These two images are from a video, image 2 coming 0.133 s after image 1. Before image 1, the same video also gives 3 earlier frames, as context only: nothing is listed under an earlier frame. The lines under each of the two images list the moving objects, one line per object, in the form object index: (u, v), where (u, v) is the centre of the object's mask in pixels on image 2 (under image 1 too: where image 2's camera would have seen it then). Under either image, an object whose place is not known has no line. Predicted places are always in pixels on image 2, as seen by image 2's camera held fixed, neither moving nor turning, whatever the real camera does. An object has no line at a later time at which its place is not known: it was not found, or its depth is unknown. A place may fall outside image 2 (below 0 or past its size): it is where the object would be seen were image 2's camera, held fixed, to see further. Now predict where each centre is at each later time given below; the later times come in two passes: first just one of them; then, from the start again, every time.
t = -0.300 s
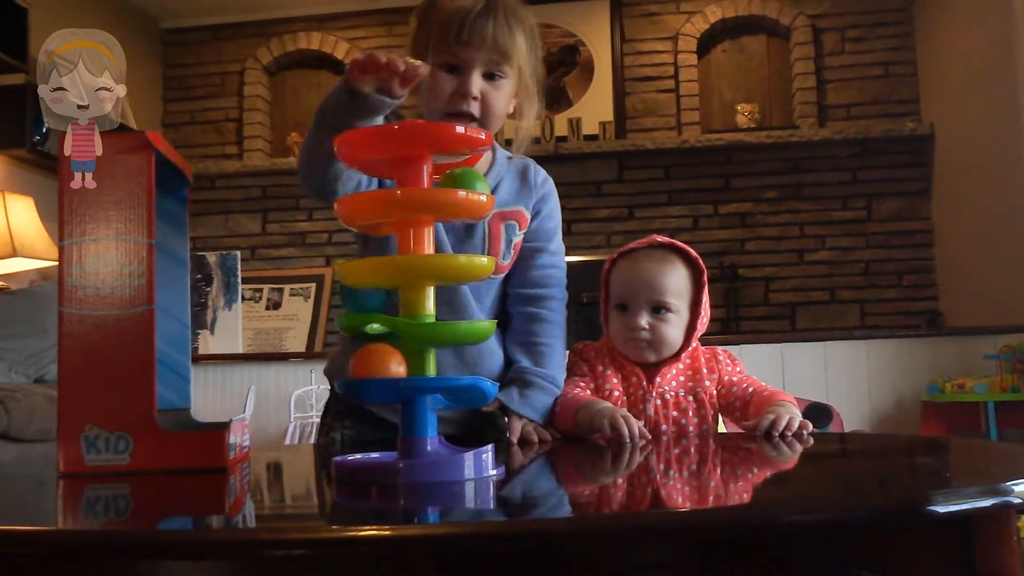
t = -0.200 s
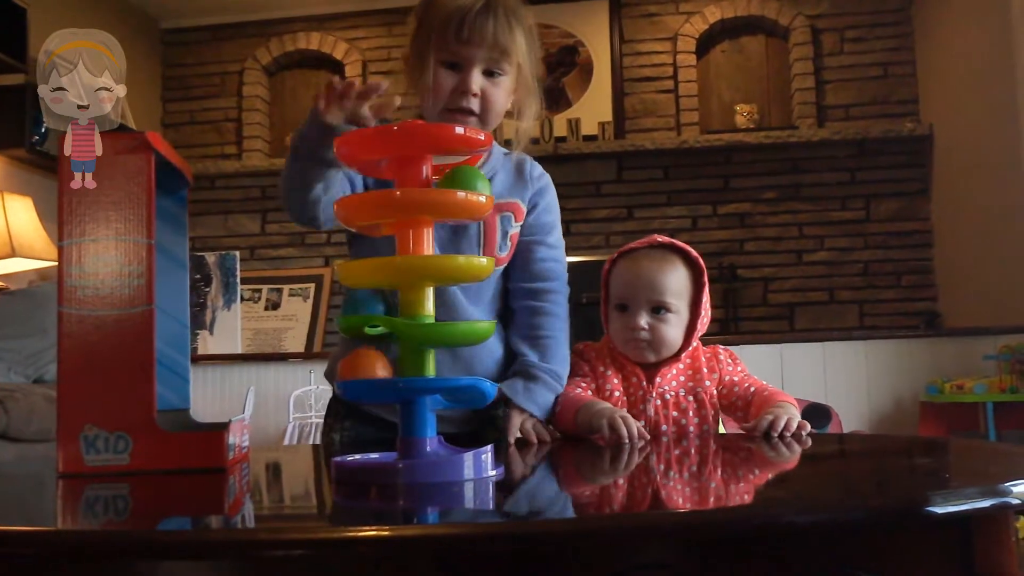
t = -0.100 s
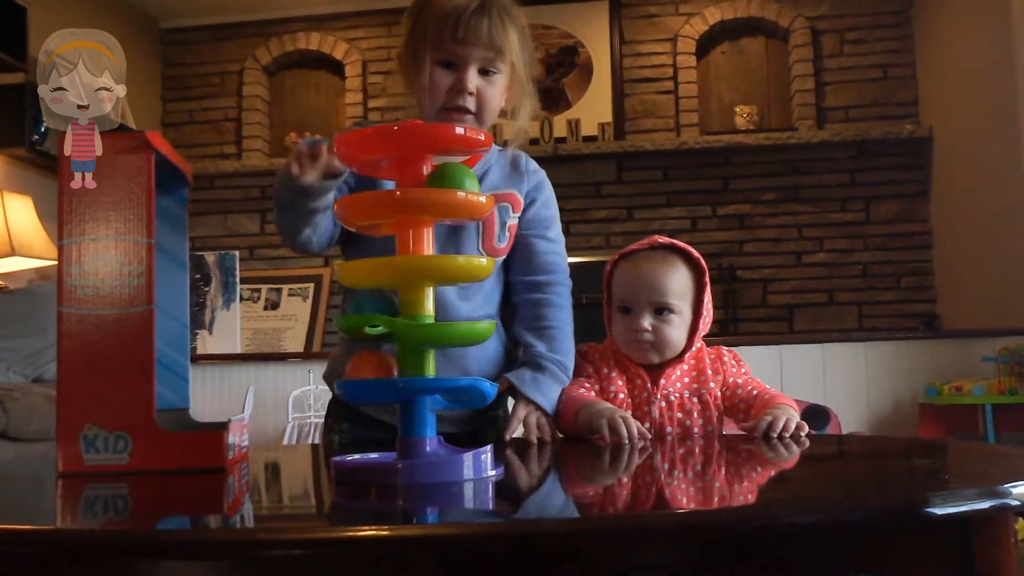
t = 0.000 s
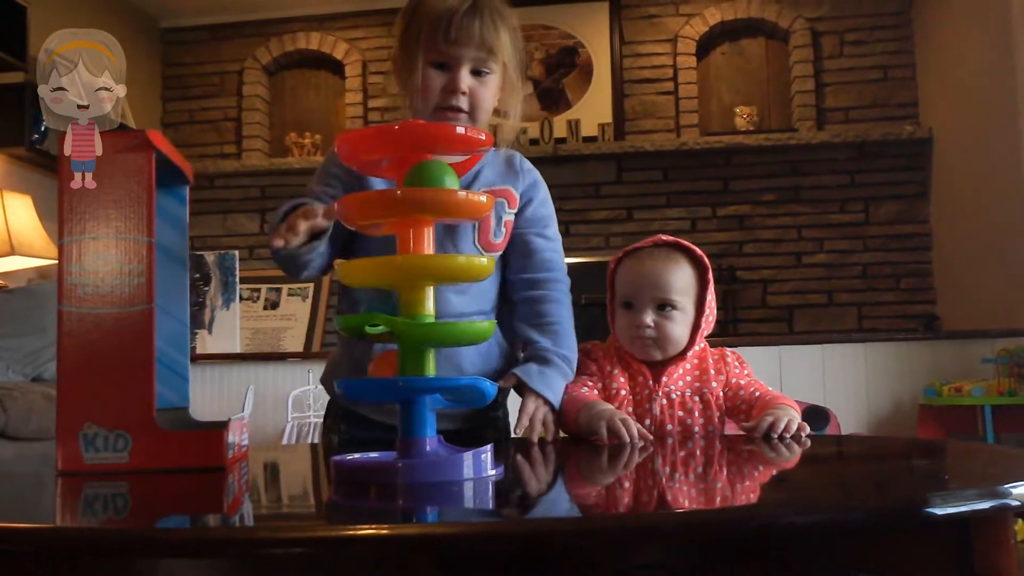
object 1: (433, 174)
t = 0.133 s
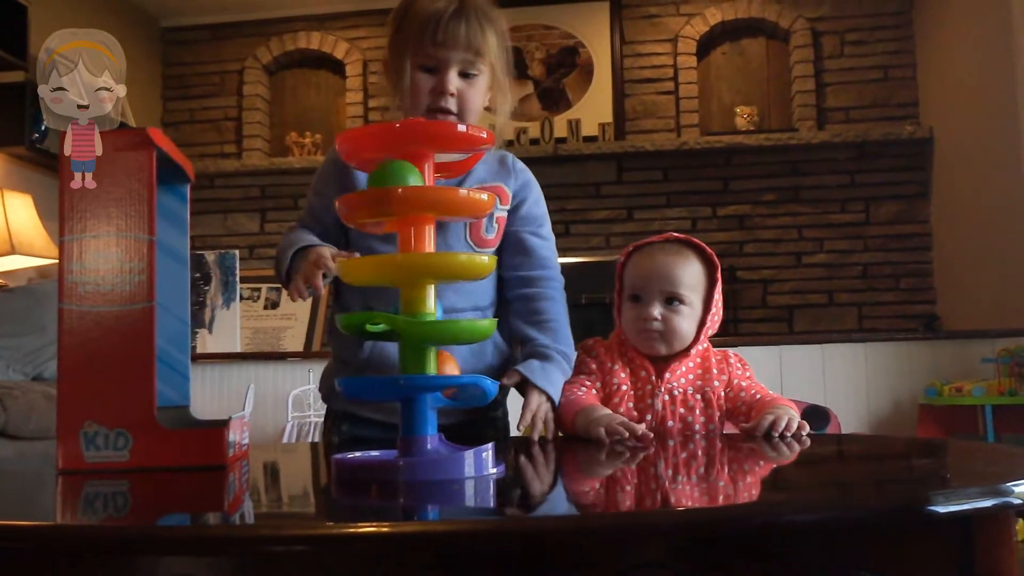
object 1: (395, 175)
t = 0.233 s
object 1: (370, 178)
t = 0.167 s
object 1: (385, 176)
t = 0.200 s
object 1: (377, 177)
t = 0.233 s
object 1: (370, 178)
